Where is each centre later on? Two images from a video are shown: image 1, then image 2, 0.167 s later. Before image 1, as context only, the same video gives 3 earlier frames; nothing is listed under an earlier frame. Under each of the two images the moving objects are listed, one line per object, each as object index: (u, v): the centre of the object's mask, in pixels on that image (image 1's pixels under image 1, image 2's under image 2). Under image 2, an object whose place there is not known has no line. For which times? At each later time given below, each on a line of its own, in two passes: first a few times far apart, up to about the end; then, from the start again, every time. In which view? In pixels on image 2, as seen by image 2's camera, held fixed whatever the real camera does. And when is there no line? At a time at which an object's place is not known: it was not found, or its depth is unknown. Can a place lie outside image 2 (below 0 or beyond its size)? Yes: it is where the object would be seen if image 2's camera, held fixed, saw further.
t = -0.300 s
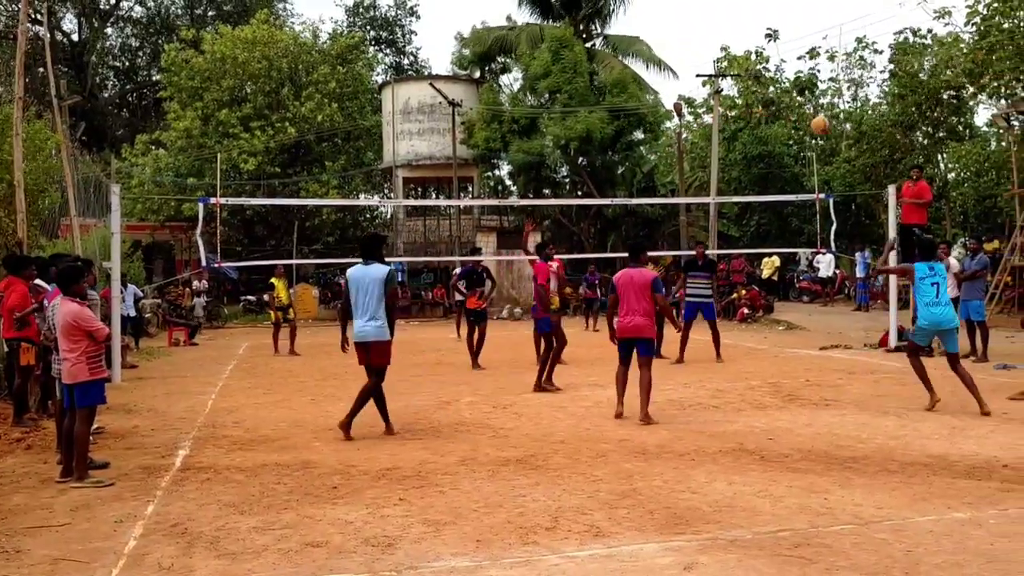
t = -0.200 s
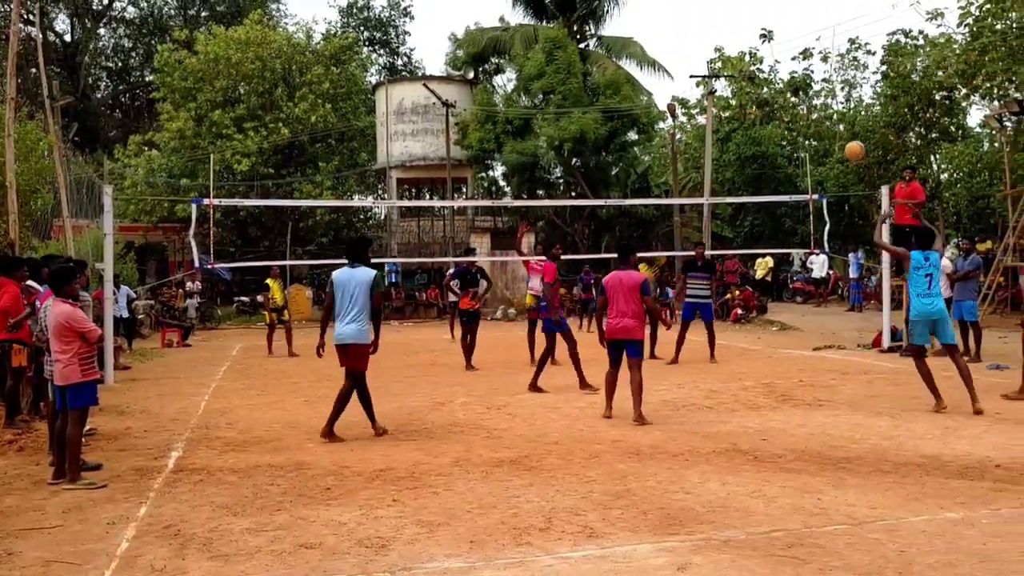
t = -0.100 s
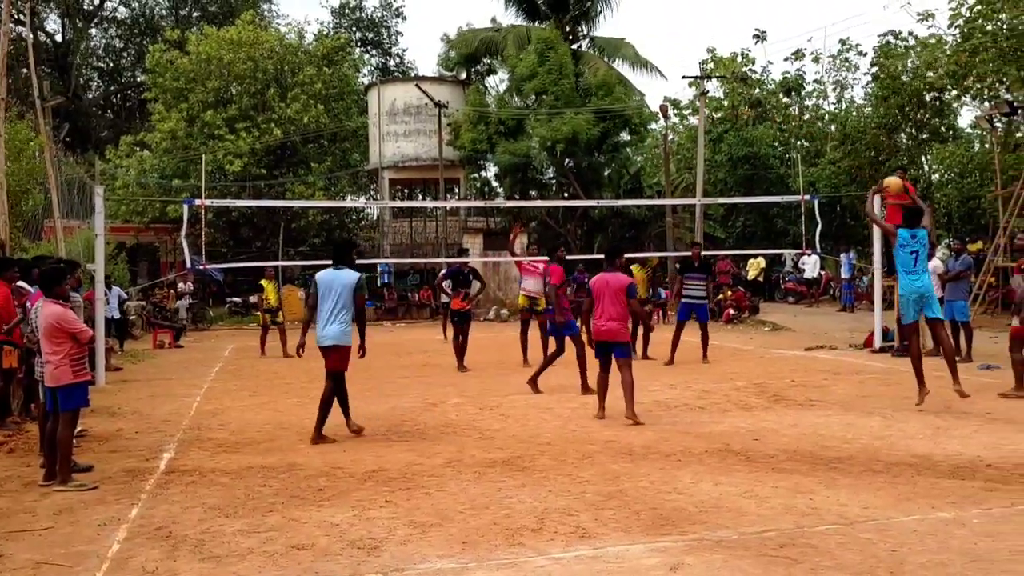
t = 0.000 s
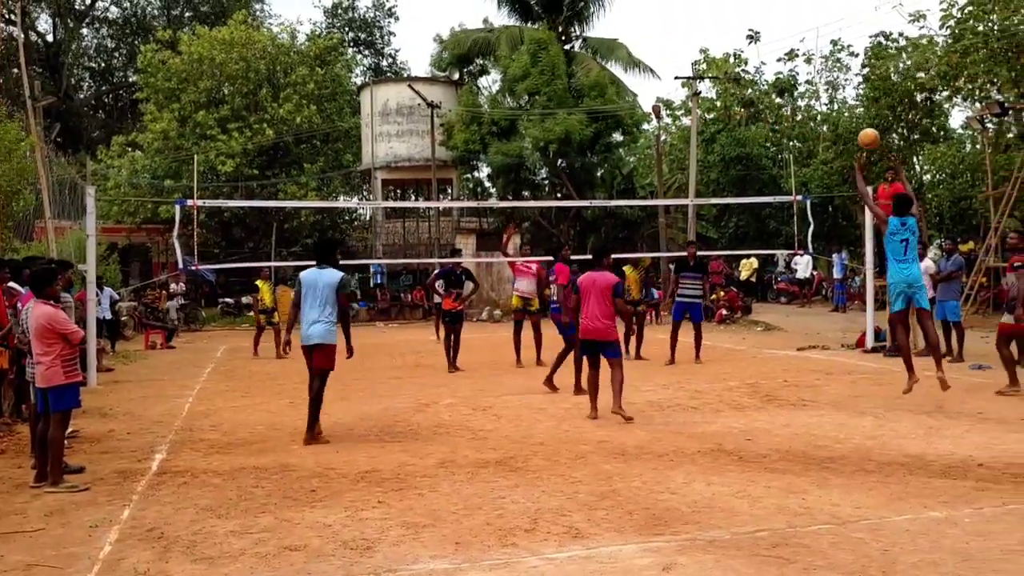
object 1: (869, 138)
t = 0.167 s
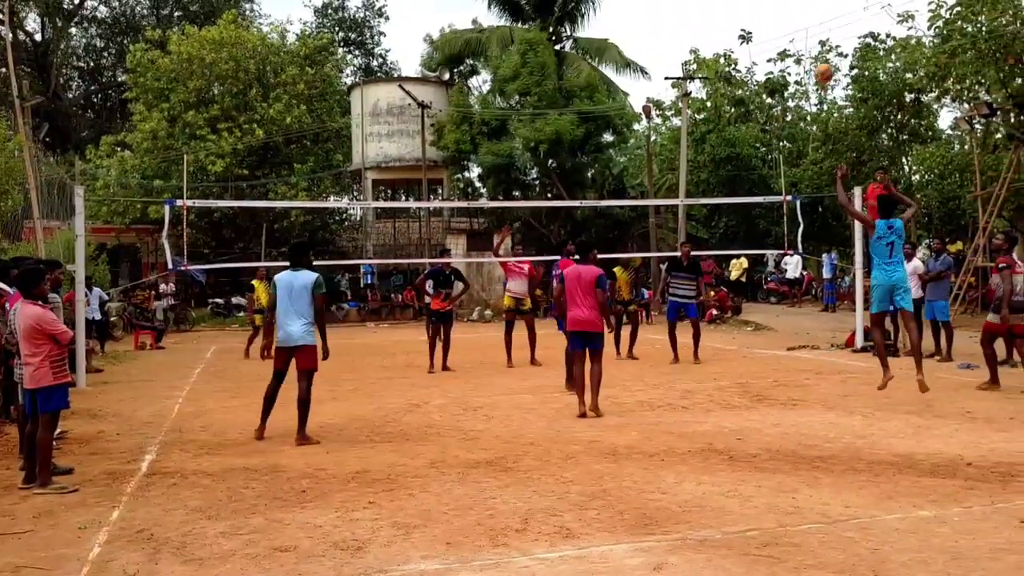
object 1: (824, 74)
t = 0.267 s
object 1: (805, 49)
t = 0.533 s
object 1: (762, 30)
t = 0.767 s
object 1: (729, 59)
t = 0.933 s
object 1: (709, 104)
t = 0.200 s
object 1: (817, 64)
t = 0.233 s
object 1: (811, 56)
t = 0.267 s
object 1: (805, 49)
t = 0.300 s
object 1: (799, 43)
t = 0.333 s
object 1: (793, 39)
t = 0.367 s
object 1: (788, 35)
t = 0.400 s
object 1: (782, 32)
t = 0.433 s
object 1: (777, 30)
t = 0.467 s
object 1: (772, 29)
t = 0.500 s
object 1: (766, 29)
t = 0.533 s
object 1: (762, 30)
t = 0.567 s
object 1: (756, 32)
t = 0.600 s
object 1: (751, 35)
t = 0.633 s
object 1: (747, 38)
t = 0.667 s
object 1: (743, 42)
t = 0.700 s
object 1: (737, 48)
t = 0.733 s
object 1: (734, 53)
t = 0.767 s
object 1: (729, 59)
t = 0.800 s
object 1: (725, 67)
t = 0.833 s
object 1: (721, 74)
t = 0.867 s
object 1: (718, 82)
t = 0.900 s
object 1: (712, 93)
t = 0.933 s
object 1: (709, 104)
